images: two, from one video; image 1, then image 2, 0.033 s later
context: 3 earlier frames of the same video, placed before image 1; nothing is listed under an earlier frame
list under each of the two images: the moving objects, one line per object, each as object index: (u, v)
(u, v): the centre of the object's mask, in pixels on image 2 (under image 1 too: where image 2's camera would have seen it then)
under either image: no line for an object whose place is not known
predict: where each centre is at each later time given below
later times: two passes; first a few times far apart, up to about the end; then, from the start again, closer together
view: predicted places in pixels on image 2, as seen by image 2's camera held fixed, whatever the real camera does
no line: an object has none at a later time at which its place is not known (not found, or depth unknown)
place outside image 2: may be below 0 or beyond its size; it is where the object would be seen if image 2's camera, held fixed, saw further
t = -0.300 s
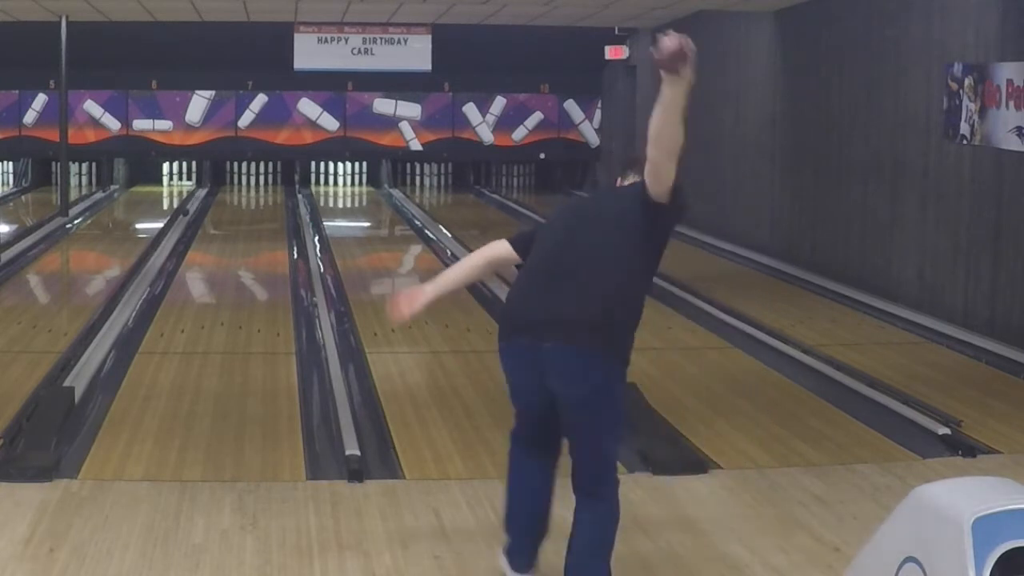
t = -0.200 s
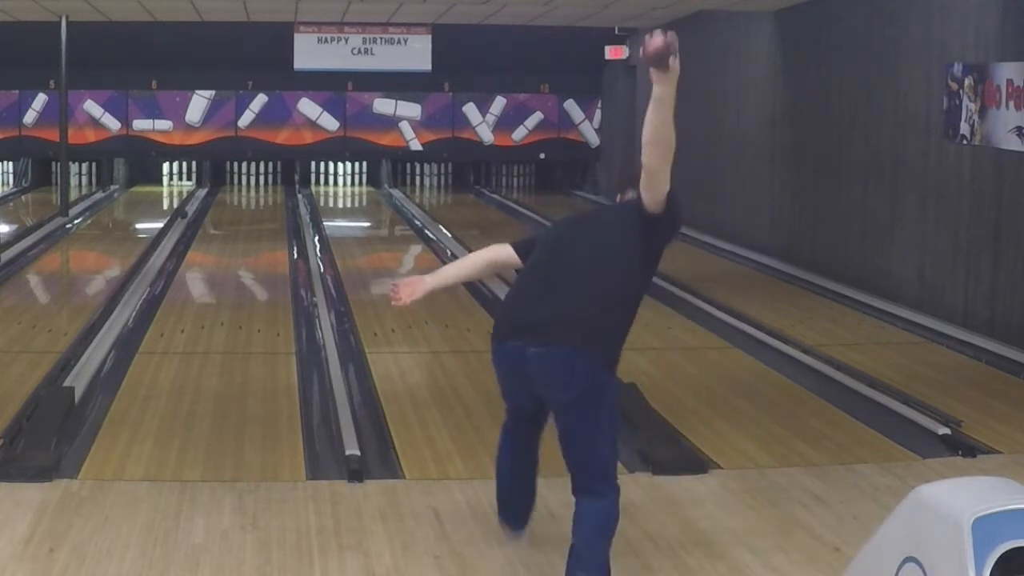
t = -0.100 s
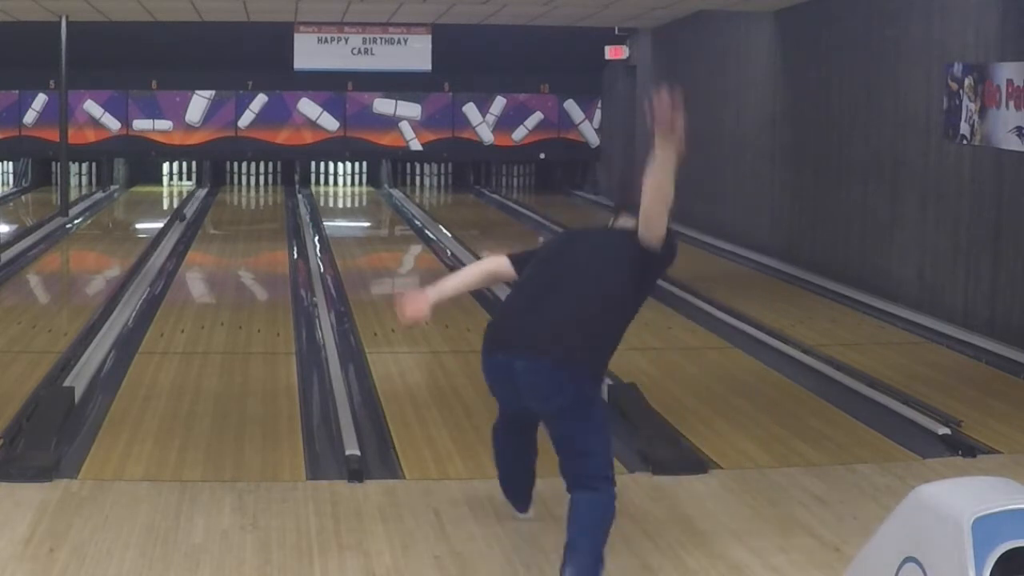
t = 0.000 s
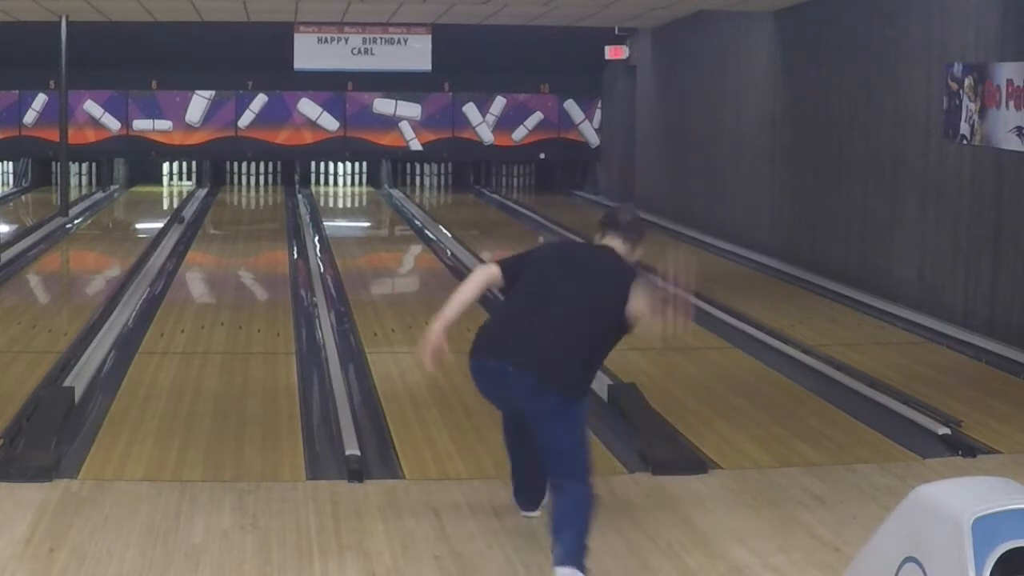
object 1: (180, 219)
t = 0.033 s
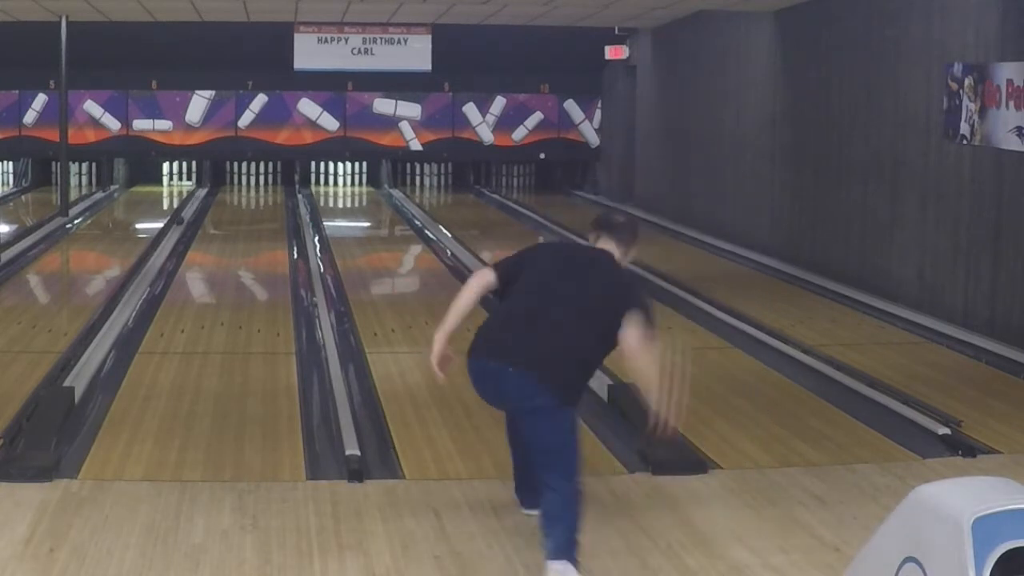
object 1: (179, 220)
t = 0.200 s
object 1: (177, 225)
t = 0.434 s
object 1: (171, 233)
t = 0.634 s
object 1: (167, 239)
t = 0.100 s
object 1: (178, 222)
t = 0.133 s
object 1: (178, 223)
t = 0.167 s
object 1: (178, 223)
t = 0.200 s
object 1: (177, 225)
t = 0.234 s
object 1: (176, 226)
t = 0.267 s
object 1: (175, 227)
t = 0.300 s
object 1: (175, 228)
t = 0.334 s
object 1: (174, 229)
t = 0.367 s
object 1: (173, 230)
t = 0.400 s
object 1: (172, 232)
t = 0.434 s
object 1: (171, 233)
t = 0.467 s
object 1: (171, 234)
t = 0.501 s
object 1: (170, 235)
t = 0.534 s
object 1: (170, 236)
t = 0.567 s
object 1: (169, 237)
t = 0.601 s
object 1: (168, 238)
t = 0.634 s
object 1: (167, 239)
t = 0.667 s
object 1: (167, 240)
